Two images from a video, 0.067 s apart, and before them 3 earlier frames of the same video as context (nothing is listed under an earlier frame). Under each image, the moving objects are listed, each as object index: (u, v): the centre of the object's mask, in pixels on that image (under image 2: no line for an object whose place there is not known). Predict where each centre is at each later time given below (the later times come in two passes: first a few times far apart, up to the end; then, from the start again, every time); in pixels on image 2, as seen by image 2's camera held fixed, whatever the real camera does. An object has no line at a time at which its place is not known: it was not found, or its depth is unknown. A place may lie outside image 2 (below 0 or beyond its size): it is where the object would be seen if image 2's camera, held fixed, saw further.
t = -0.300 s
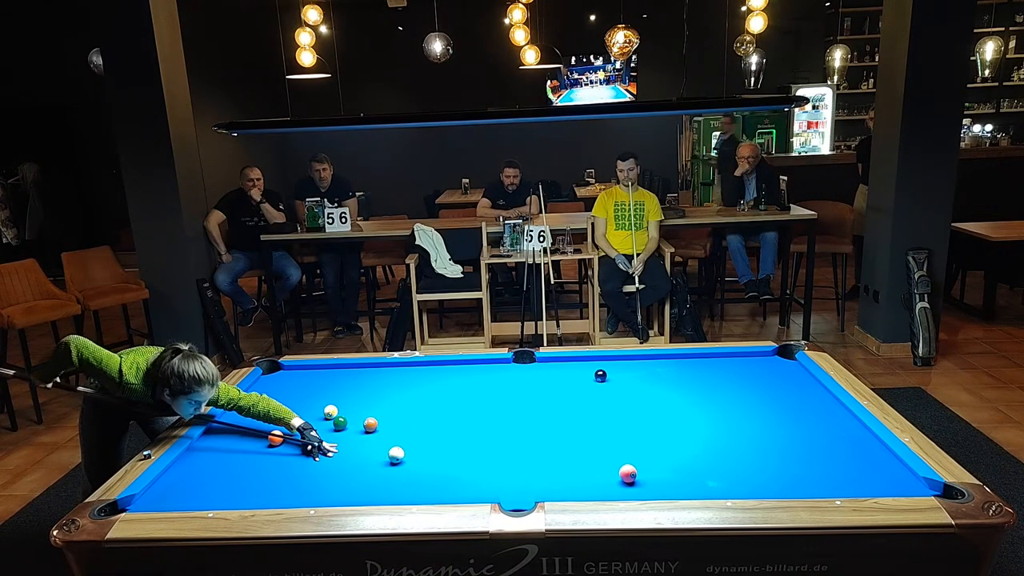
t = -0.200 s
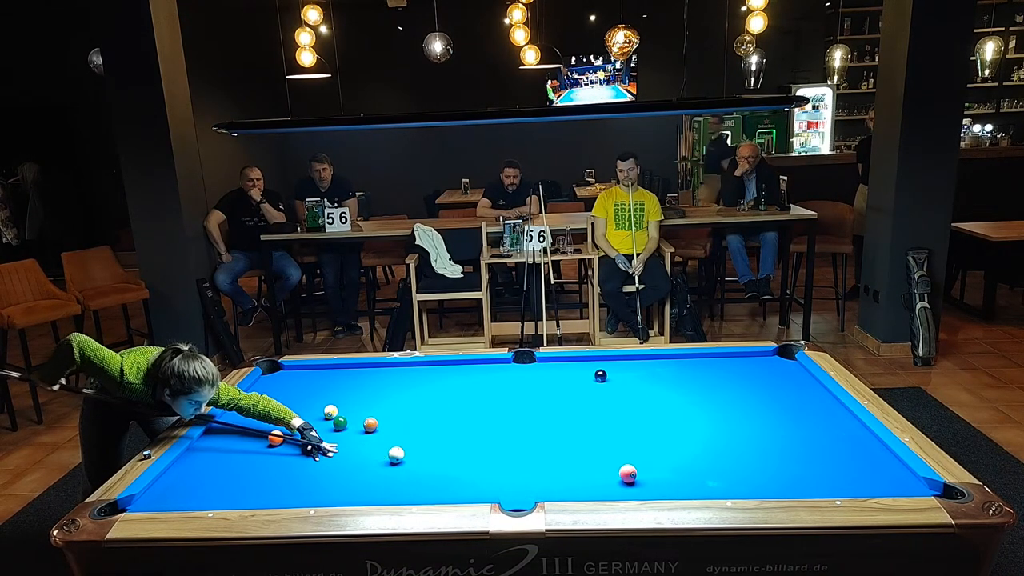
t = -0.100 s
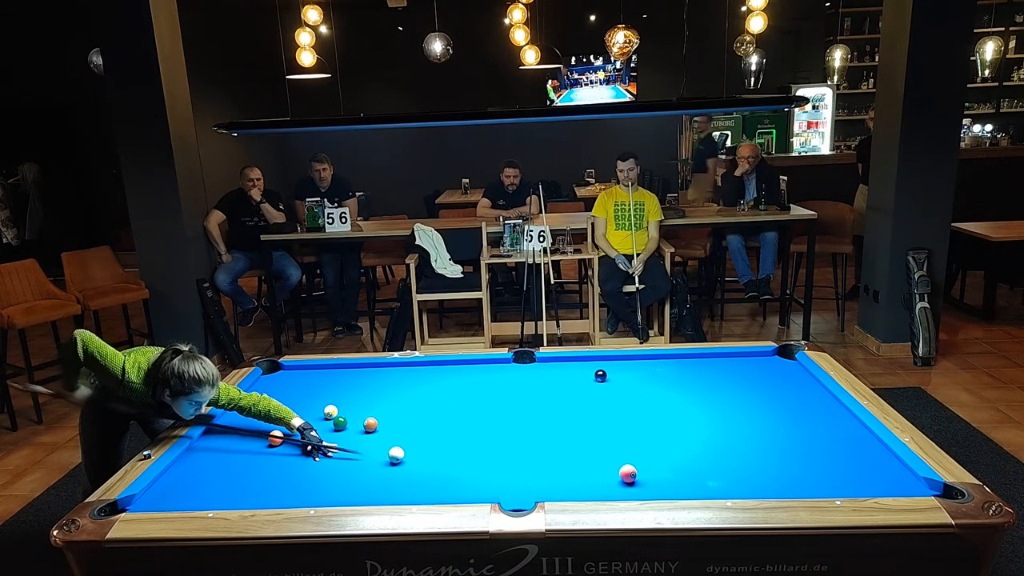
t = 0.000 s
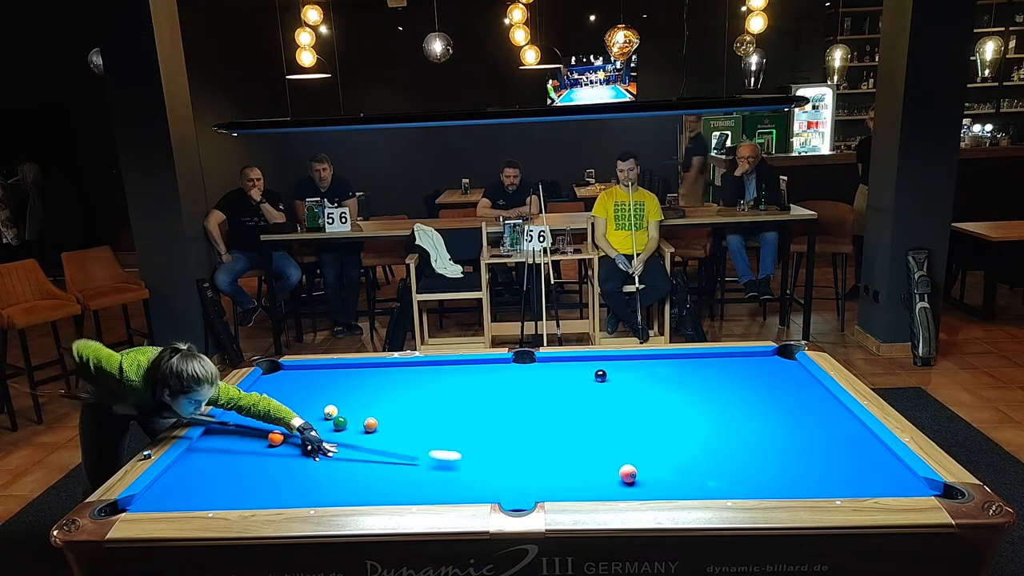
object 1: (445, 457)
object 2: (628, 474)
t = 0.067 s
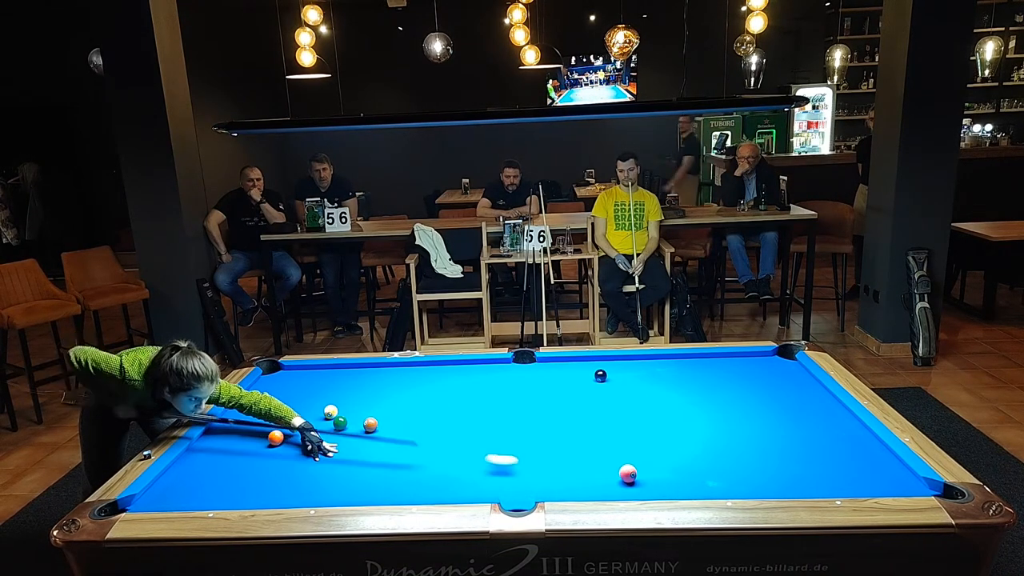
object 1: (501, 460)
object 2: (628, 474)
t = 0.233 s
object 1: (611, 474)
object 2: (655, 471)
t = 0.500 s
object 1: (588, 481)
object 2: (853, 479)
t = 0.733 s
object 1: (561, 484)
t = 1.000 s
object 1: (530, 490)
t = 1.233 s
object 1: (505, 494)
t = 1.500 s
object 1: (490, 488)
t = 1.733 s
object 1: (479, 486)
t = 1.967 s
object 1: (469, 482)
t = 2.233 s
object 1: (460, 478)
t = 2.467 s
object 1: (453, 474)
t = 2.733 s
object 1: (446, 472)
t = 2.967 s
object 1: (441, 469)
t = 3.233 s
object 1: (436, 468)
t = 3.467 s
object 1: (433, 466)
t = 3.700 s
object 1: (431, 465)
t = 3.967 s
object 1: (430, 465)
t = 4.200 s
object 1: (429, 465)
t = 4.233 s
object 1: (429, 465)
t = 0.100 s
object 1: (529, 462)
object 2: (628, 474)
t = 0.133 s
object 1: (556, 464)
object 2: (628, 474)
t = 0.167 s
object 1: (584, 467)
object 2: (628, 474)
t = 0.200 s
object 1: (607, 469)
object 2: (631, 473)
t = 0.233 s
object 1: (611, 474)
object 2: (655, 471)
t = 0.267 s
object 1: (610, 475)
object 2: (681, 472)
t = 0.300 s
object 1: (608, 477)
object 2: (707, 473)
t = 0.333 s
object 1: (606, 478)
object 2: (733, 474)
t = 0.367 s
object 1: (603, 479)
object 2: (759, 475)
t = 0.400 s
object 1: (600, 479)
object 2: (783, 477)
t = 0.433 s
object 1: (596, 480)
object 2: (807, 478)
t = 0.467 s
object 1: (592, 480)
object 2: (831, 479)
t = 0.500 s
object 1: (588, 481)
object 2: (853, 479)
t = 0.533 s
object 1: (584, 482)
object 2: (876, 480)
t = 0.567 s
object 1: (580, 482)
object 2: (898, 481)
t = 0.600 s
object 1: (576, 483)
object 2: (918, 482)
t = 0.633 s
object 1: (572, 483)
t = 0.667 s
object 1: (568, 484)
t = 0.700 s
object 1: (564, 484)
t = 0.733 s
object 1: (561, 484)
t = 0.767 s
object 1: (557, 485)
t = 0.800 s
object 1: (553, 485)
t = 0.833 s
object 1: (549, 486)
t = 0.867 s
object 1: (545, 486)
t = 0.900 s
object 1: (542, 486)
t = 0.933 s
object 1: (538, 487)
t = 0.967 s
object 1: (534, 488)
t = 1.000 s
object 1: (530, 490)
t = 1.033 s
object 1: (527, 490)
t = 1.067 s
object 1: (523, 490)
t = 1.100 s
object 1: (520, 491)
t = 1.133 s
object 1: (516, 492)
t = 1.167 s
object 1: (513, 492)
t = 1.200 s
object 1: (509, 493)
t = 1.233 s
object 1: (505, 494)
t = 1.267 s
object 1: (503, 494)
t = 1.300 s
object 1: (500, 493)
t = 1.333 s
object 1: (498, 492)
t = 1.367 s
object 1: (496, 491)
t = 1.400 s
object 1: (494, 490)
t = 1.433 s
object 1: (493, 489)
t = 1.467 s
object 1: (491, 489)
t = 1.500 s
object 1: (490, 488)
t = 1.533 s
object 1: (488, 488)
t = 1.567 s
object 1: (486, 488)
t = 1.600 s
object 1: (485, 487)
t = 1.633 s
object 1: (483, 487)
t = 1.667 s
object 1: (482, 486)
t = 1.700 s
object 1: (480, 486)
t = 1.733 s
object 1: (479, 486)
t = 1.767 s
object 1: (477, 485)
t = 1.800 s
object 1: (476, 485)
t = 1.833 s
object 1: (475, 484)
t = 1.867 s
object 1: (473, 483)
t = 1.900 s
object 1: (472, 483)
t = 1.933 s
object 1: (470, 482)
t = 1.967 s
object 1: (469, 482)
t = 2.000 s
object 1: (468, 481)
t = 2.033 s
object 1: (467, 480)
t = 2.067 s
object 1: (466, 480)
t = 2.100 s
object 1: (464, 480)
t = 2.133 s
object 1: (463, 479)
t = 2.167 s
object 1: (462, 479)
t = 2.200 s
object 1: (461, 478)
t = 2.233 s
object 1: (460, 478)
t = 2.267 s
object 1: (459, 477)
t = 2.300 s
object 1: (457, 477)
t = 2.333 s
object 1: (457, 476)
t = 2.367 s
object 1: (456, 476)
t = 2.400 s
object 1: (455, 476)
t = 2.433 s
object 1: (454, 475)
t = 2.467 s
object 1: (453, 474)
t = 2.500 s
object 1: (452, 474)
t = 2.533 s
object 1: (451, 474)
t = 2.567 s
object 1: (450, 473)
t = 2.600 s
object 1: (449, 473)
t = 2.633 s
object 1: (448, 473)
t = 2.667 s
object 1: (447, 472)
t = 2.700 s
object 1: (447, 472)
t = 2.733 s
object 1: (446, 472)
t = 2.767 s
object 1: (445, 471)
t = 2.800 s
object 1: (444, 471)
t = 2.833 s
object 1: (444, 471)
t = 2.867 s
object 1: (443, 470)
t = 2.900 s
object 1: (442, 470)
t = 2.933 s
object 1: (441, 469)
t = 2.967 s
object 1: (441, 469)
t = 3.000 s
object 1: (440, 469)
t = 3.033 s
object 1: (439, 469)
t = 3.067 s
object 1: (439, 468)
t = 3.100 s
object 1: (438, 468)
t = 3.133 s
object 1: (438, 468)
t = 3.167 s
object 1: (437, 468)
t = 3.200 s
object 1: (437, 468)
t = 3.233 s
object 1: (436, 468)
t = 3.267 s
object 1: (436, 467)
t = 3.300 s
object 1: (435, 467)
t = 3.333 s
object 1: (434, 467)
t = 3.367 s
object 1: (434, 467)
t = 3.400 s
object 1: (434, 467)
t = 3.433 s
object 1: (433, 466)
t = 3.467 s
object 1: (433, 466)
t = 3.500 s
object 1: (432, 466)
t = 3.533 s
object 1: (432, 466)
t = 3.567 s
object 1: (432, 466)
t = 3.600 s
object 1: (431, 466)
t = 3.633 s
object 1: (431, 466)
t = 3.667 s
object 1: (431, 466)
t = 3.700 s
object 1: (431, 465)
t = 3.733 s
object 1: (431, 465)
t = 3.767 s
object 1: (430, 465)
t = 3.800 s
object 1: (430, 465)
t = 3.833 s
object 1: (430, 465)
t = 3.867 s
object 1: (430, 465)
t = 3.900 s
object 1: (430, 465)
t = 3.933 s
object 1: (430, 465)
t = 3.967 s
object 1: (430, 465)
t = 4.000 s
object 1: (430, 465)
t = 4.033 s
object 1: (430, 465)
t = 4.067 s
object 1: (429, 465)
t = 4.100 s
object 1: (429, 465)
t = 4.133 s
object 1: (429, 465)
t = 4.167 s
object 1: (429, 465)
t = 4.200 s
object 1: (429, 465)
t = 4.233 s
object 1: (429, 465)
